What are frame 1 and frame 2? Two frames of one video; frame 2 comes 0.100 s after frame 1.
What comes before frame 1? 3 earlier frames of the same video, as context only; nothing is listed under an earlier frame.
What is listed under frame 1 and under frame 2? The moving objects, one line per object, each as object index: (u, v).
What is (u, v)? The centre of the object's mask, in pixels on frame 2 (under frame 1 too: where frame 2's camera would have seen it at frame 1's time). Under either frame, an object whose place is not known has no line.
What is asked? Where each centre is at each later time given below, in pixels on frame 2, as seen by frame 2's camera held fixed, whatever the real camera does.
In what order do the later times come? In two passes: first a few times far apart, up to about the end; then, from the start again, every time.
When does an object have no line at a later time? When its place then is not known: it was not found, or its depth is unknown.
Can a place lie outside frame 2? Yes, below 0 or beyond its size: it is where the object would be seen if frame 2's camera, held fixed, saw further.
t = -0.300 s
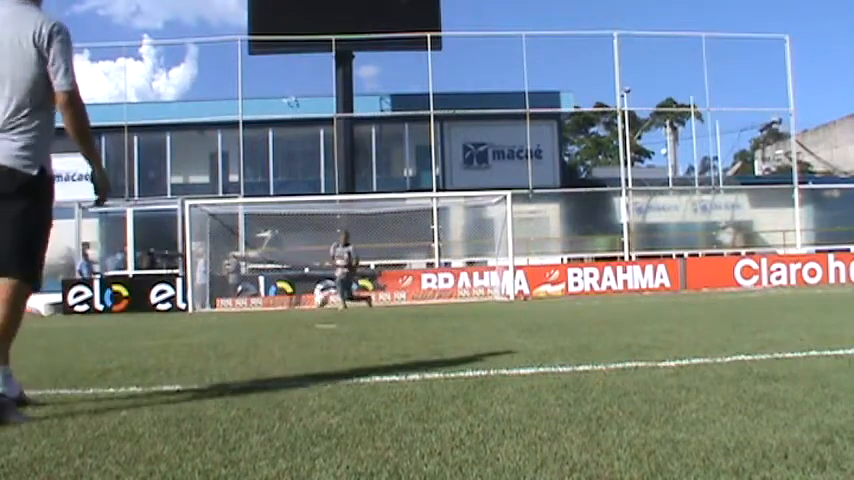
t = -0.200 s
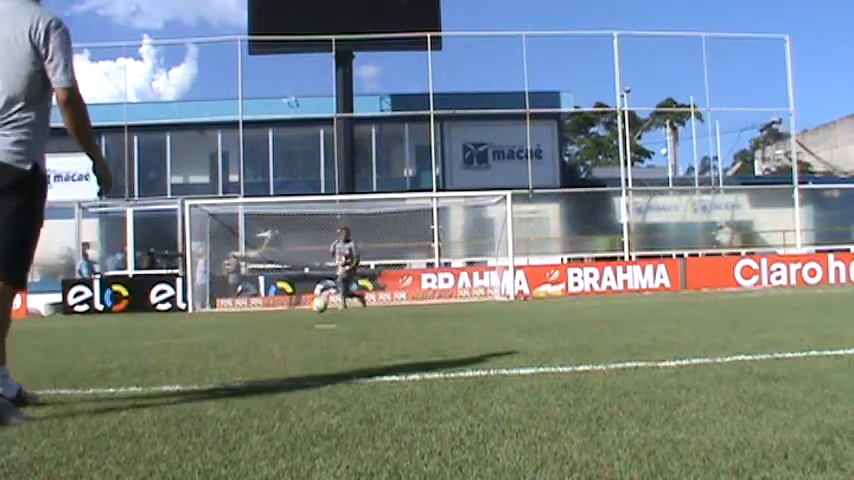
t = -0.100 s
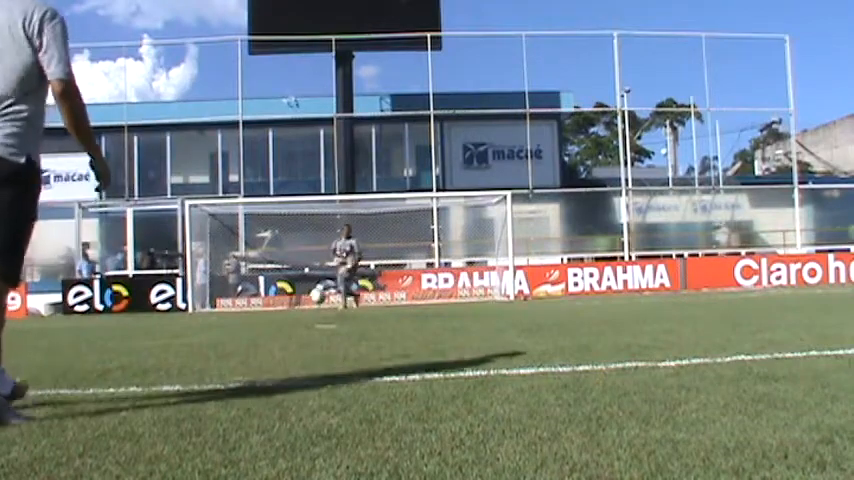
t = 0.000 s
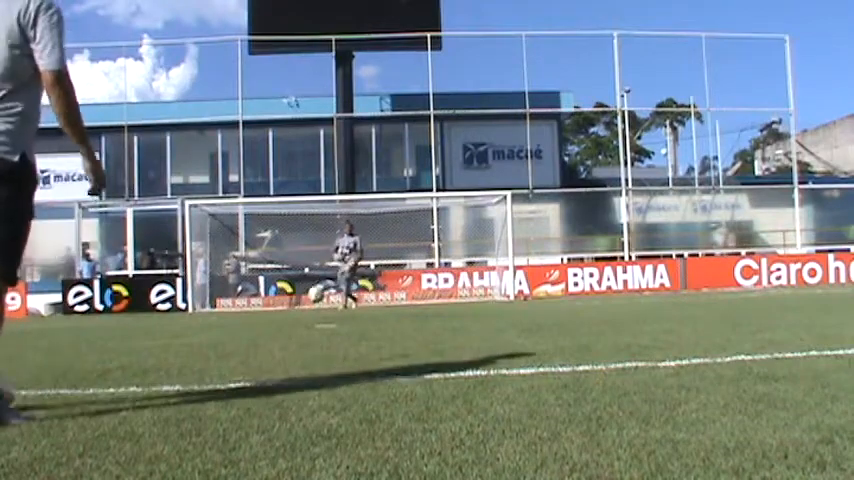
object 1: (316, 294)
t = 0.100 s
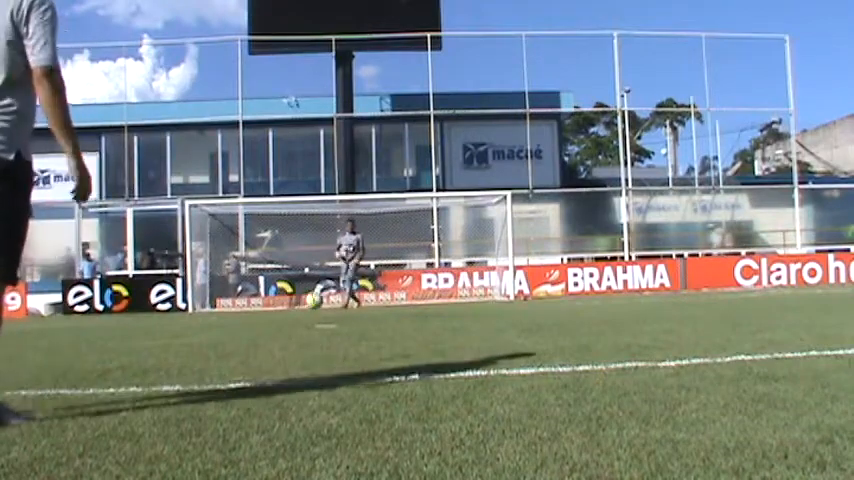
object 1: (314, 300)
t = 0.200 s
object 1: (312, 314)
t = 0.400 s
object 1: (308, 305)
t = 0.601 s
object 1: (301, 315)
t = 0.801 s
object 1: (290, 318)
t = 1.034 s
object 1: (272, 326)
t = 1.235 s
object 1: (252, 327)
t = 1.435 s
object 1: (228, 337)
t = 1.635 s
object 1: (203, 344)
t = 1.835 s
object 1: (172, 353)
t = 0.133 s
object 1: (313, 303)
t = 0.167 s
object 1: (312, 309)
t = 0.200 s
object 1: (312, 314)
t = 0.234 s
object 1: (311, 312)
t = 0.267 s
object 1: (311, 309)
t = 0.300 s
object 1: (310, 306)
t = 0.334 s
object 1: (309, 304)
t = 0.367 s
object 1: (309, 305)
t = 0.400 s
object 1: (308, 305)
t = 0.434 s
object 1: (307, 306)
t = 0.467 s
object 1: (306, 309)
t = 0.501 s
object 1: (304, 313)
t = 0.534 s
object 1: (304, 316)
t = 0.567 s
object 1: (304, 317)
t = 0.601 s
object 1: (301, 315)
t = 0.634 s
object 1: (299, 312)
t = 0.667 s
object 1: (297, 311)
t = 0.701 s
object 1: (296, 311)
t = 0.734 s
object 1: (294, 312)
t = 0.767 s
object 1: (292, 315)
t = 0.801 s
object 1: (290, 318)
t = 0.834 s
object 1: (287, 322)
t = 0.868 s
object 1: (285, 322)
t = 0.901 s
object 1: (282, 320)
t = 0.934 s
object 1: (280, 319)
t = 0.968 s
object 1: (277, 319)
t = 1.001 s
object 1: (274, 322)
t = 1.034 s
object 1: (272, 326)
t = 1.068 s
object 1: (269, 328)
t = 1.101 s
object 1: (266, 327)
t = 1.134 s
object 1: (262, 325)
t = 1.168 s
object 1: (259, 324)
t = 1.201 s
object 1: (256, 326)
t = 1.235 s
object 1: (252, 327)
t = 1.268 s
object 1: (249, 332)
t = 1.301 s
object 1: (245, 333)
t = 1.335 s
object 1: (241, 332)
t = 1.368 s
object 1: (237, 333)
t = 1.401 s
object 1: (232, 335)
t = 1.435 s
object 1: (228, 337)
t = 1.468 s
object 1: (225, 339)
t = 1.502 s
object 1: (221, 340)
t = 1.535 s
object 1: (217, 342)
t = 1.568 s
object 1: (212, 343)
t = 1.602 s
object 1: (207, 344)
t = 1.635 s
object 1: (203, 344)
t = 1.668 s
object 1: (199, 346)
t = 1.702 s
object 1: (194, 349)
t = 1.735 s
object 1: (190, 351)
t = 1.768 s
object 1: (184, 351)
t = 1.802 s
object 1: (178, 351)
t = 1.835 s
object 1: (172, 353)
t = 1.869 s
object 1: (166, 356)
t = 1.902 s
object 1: (160, 360)
